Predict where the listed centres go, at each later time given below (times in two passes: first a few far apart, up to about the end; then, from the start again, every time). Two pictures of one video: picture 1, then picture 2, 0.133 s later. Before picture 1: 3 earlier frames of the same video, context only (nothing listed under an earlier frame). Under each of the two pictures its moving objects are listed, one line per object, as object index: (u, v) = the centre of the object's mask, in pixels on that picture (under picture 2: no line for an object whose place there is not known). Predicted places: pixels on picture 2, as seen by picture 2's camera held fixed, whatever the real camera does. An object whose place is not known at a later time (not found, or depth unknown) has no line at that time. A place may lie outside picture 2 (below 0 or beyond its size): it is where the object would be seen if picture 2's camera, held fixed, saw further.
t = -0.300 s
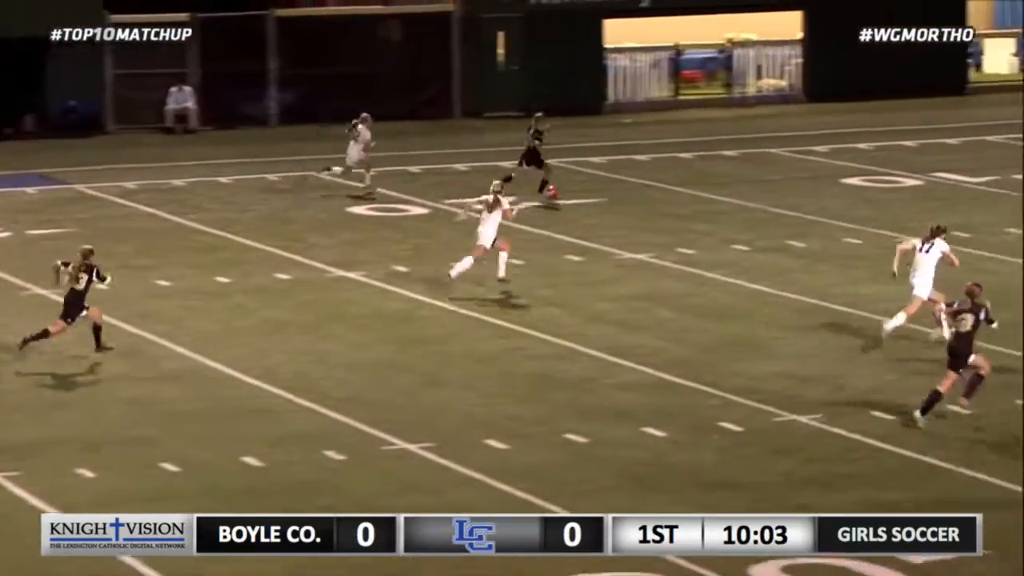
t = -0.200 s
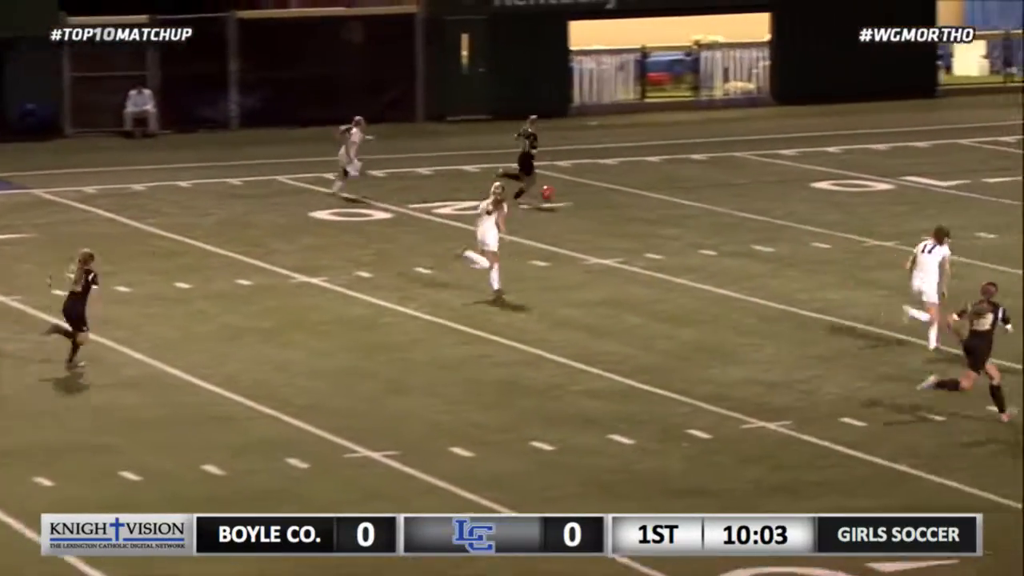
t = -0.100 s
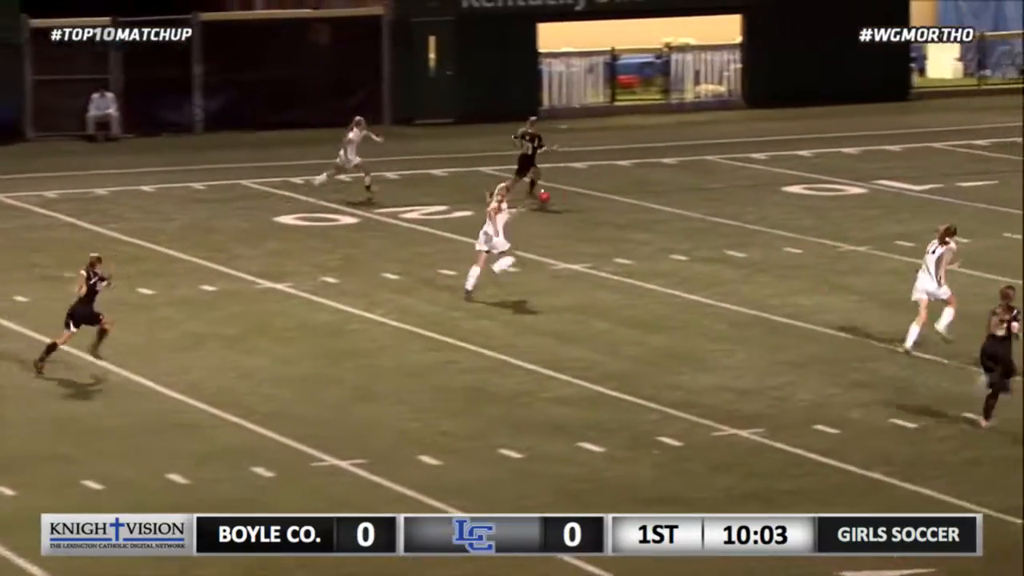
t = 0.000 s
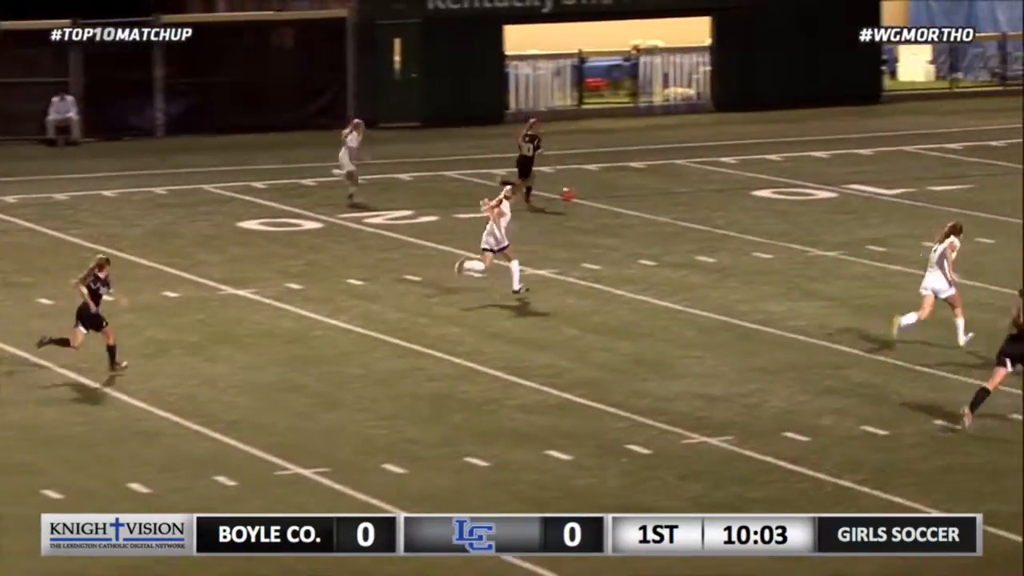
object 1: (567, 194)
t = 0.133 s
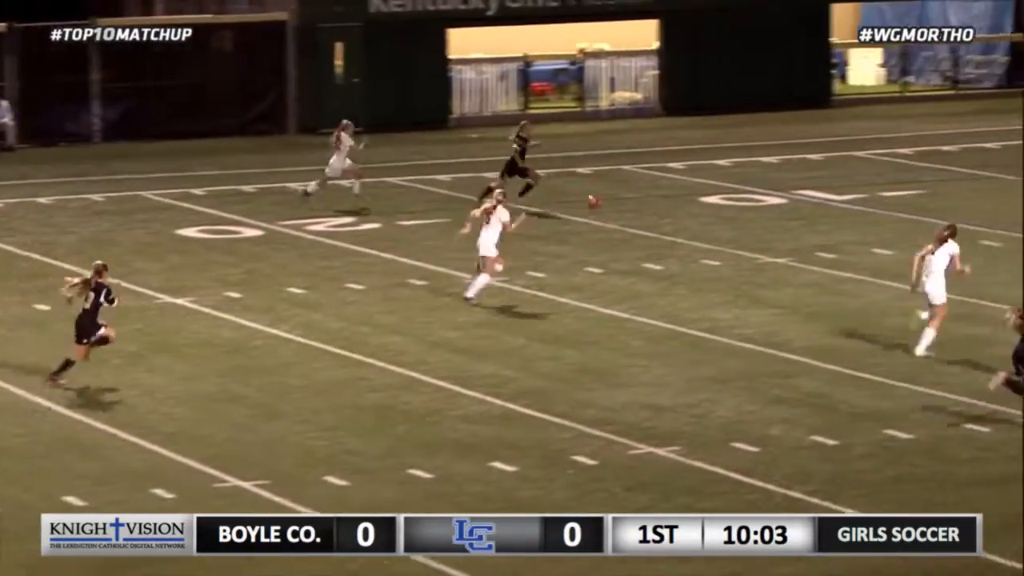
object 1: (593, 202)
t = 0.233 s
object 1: (649, 201)
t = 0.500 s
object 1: (787, 197)
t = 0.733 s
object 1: (890, 192)
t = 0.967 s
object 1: (979, 193)
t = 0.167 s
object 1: (612, 204)
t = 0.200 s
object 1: (631, 204)
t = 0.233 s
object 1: (649, 201)
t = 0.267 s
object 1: (667, 200)
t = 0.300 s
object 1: (685, 199)
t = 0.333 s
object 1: (702, 199)
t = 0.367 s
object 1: (720, 200)
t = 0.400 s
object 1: (737, 201)
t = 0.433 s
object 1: (755, 200)
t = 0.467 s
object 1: (771, 197)
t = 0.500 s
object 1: (787, 197)
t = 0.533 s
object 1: (803, 197)
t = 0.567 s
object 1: (819, 198)
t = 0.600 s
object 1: (835, 199)
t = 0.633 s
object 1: (849, 196)
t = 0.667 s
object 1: (863, 193)
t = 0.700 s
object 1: (876, 192)
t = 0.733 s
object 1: (890, 192)
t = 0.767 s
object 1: (903, 192)
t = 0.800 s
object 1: (917, 193)
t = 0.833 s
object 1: (930, 195)
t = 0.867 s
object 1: (943, 195)
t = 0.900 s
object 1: (955, 194)
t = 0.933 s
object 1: (967, 194)
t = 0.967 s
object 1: (979, 193)
